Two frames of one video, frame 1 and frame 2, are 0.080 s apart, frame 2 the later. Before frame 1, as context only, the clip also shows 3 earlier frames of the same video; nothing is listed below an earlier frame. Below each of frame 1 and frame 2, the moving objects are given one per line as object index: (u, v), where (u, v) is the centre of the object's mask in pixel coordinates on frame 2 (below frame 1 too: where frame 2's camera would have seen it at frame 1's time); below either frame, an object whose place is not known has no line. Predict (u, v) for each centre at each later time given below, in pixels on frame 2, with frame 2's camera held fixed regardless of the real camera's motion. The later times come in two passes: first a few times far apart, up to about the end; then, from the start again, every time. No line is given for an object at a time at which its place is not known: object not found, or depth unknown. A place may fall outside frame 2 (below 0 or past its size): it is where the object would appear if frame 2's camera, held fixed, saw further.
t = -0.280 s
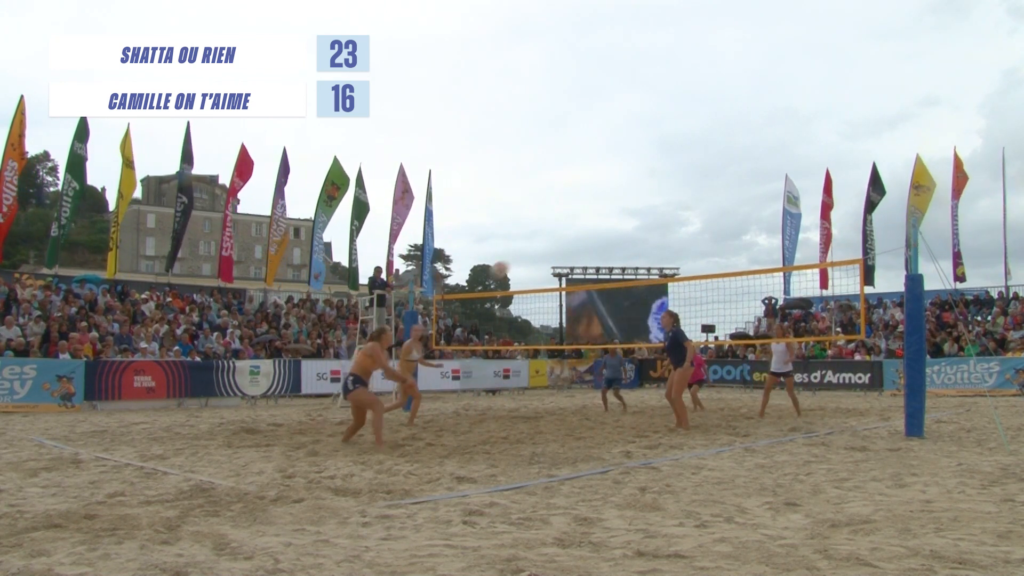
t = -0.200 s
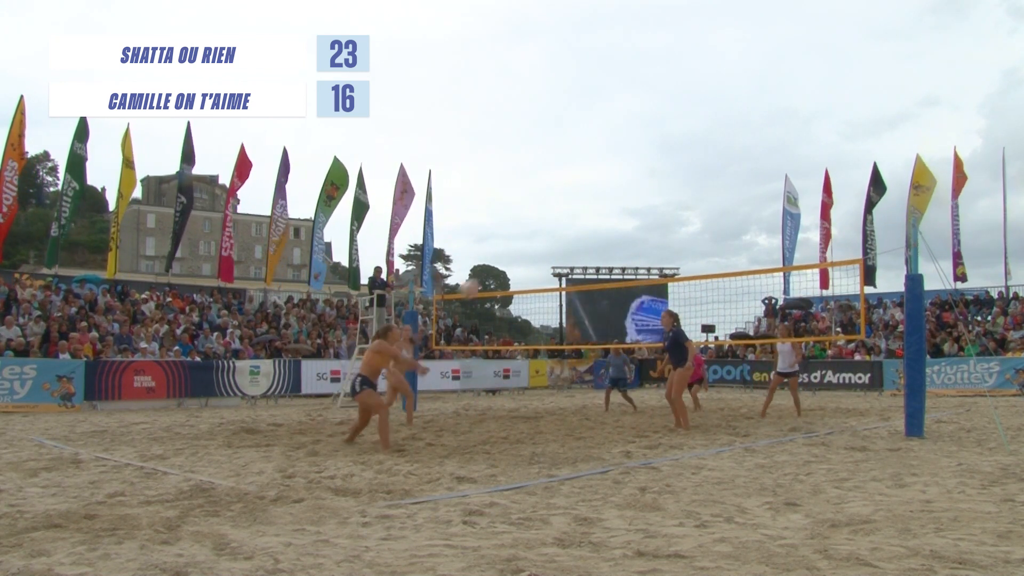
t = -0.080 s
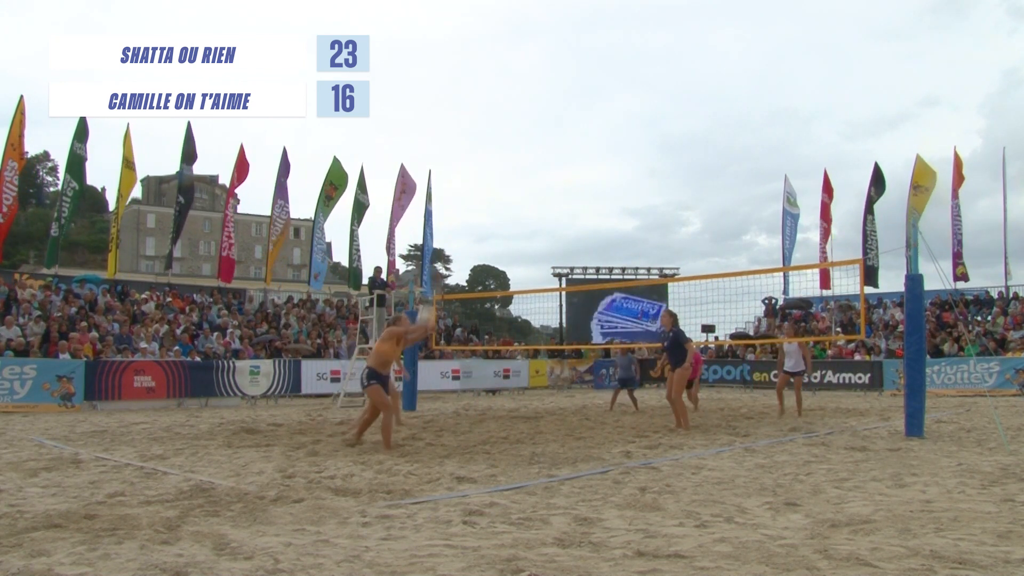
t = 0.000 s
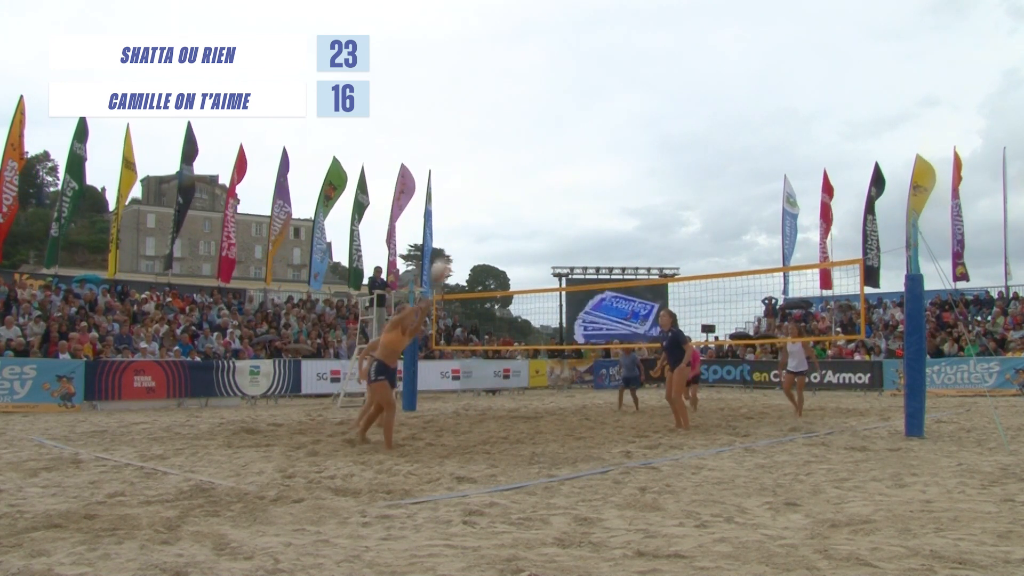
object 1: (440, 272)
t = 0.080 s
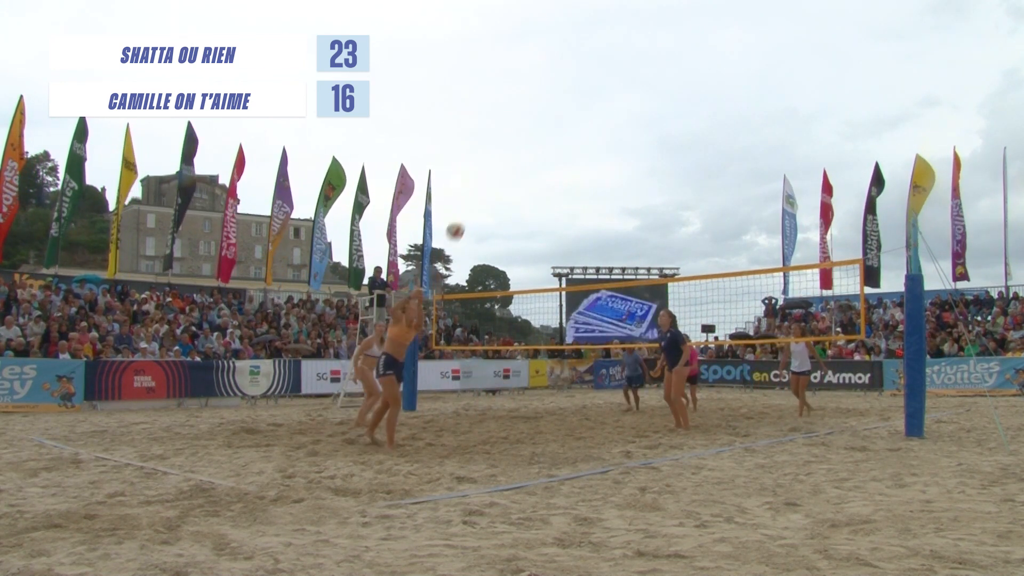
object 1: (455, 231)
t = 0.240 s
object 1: (482, 170)
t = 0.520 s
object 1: (527, 122)
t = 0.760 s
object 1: (562, 132)
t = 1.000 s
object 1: (597, 185)
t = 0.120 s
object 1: (462, 213)
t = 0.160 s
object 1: (469, 197)
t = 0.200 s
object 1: (475, 183)
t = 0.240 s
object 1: (482, 170)
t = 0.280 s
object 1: (489, 159)
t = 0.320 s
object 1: (495, 150)
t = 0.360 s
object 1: (502, 141)
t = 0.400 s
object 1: (508, 135)
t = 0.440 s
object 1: (514, 129)
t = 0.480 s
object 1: (521, 125)
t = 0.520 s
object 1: (527, 122)
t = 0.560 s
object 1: (533, 121)
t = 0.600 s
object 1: (539, 121)
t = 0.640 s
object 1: (545, 121)
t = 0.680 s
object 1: (551, 124)
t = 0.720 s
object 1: (557, 127)
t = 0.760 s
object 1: (562, 132)
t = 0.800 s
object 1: (568, 138)
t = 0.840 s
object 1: (574, 145)
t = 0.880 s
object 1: (580, 153)
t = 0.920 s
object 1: (585, 162)
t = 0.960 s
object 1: (591, 173)
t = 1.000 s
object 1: (597, 185)
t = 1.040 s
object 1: (602, 197)
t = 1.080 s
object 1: (608, 211)
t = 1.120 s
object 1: (614, 226)
